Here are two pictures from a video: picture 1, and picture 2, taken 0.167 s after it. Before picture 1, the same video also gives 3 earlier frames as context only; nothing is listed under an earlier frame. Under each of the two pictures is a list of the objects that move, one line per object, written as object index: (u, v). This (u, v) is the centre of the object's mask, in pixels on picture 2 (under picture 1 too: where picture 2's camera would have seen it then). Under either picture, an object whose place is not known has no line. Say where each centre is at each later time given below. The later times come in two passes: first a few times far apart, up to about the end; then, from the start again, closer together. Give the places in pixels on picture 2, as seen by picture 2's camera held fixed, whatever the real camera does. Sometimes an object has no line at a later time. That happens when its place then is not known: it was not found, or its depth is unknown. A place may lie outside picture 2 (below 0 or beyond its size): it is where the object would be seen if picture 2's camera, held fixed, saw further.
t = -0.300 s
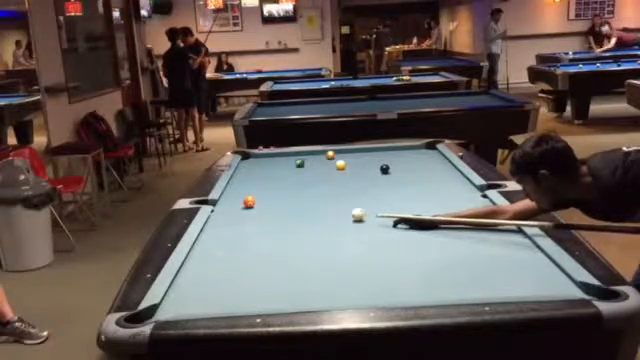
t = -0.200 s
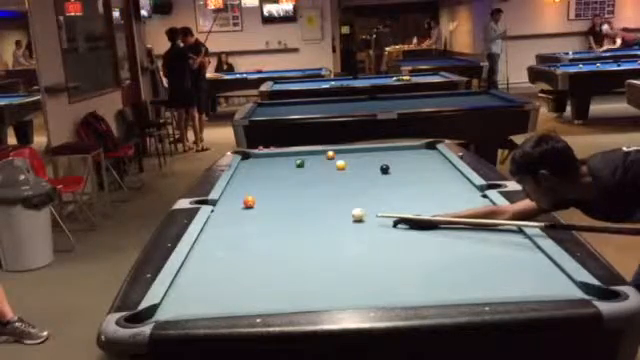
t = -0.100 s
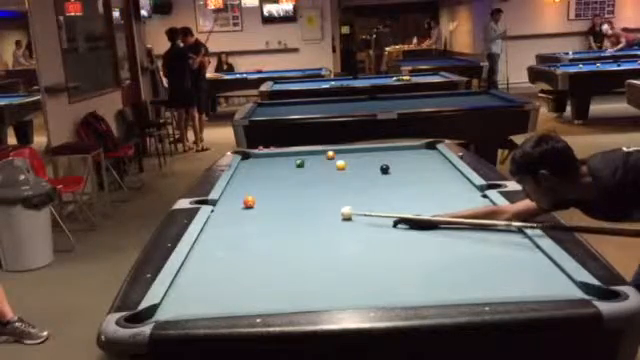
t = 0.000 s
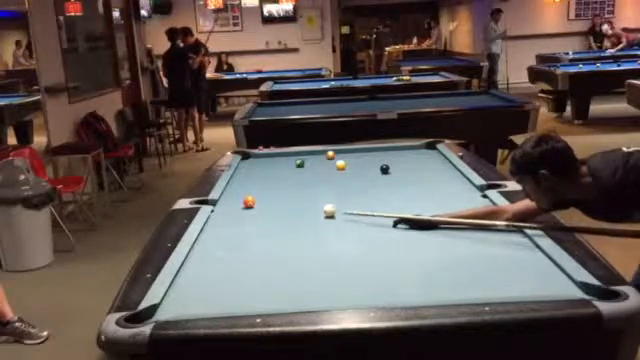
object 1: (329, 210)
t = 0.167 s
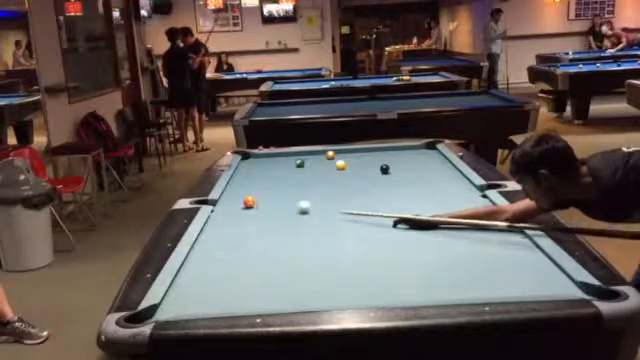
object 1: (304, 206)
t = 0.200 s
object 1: (298, 205)
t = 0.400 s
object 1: (270, 201)
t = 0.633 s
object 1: (255, 196)
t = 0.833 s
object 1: (249, 193)
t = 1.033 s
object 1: (243, 188)
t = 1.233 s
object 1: (236, 184)
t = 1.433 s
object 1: (235, 181)
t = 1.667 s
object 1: (241, 178)
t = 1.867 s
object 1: (245, 176)
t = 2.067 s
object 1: (250, 174)
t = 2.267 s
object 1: (254, 171)
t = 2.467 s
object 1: (258, 169)
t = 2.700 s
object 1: (263, 167)
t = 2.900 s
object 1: (266, 166)
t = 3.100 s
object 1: (268, 164)
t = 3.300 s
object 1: (272, 163)
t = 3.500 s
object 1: (273, 162)
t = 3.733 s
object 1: (277, 160)
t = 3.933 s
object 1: (278, 160)
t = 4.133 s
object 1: (280, 159)
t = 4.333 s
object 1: (281, 158)
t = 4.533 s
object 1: (282, 158)
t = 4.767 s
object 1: (284, 157)
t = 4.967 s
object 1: (284, 157)
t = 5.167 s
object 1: (286, 157)
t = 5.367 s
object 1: (286, 156)
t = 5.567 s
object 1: (287, 156)
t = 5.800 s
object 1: (287, 156)
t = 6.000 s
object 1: (286, 156)
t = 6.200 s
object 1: (287, 156)
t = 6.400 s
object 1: (286, 156)
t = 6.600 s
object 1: (286, 156)
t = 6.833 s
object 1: (287, 156)
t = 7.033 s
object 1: (286, 156)
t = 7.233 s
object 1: (286, 156)
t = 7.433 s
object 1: (286, 156)
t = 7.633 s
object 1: (286, 156)
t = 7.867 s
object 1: (286, 156)
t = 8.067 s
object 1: (286, 156)
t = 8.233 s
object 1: (286, 156)
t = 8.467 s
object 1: (287, 156)
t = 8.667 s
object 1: (287, 156)
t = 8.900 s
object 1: (286, 156)
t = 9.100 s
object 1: (286, 156)
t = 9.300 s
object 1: (287, 156)
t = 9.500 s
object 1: (287, 156)
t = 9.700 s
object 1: (287, 156)
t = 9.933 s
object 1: (287, 156)
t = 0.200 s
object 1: (298, 205)
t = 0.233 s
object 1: (294, 204)
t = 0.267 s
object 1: (290, 204)
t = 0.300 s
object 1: (284, 203)
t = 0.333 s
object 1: (280, 202)
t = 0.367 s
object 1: (275, 202)
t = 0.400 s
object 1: (270, 201)
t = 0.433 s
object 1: (265, 201)
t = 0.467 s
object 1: (261, 200)
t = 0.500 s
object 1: (261, 200)
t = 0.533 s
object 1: (259, 199)
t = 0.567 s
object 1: (258, 197)
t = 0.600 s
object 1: (256, 197)
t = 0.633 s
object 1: (255, 196)
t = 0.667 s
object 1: (254, 196)
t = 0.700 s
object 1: (253, 195)
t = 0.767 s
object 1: (250, 193)
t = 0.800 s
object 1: (250, 193)
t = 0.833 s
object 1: (249, 193)
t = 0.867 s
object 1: (247, 191)
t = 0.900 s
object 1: (247, 191)
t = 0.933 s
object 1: (244, 189)
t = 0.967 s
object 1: (244, 189)
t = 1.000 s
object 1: (243, 188)
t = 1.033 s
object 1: (243, 188)
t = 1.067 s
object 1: (241, 187)
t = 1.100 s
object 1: (240, 186)
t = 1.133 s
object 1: (239, 186)
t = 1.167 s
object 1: (239, 186)
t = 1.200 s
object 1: (238, 186)
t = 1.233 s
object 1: (236, 184)
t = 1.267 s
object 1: (235, 183)
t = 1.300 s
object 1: (234, 183)
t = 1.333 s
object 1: (233, 183)
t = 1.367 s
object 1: (234, 182)
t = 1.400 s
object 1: (234, 181)
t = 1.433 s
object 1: (235, 181)
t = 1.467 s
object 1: (235, 180)
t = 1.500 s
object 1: (237, 180)
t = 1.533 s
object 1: (237, 180)
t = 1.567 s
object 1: (238, 179)
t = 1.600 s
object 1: (240, 179)
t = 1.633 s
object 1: (240, 178)
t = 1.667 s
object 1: (241, 178)
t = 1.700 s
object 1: (242, 177)
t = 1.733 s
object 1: (243, 177)
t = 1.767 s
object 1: (244, 176)
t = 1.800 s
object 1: (244, 176)
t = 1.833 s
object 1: (245, 176)
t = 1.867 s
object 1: (245, 176)
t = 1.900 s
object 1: (247, 175)
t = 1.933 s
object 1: (247, 175)
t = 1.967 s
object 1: (248, 174)
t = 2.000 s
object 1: (248, 174)
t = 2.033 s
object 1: (250, 174)
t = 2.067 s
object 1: (250, 174)
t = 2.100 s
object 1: (251, 173)
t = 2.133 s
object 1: (252, 172)
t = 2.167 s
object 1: (253, 172)
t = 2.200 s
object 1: (253, 172)
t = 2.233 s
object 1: (254, 171)
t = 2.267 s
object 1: (254, 171)
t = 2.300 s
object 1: (255, 171)
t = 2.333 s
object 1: (256, 170)
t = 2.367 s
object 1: (257, 170)
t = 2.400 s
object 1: (257, 170)
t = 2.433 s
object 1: (257, 170)
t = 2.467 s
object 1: (258, 169)
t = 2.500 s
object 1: (258, 169)
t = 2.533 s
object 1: (258, 169)
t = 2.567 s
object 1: (260, 168)
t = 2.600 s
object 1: (261, 168)
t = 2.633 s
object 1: (262, 168)
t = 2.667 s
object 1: (262, 167)
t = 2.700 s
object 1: (263, 167)
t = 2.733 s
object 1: (263, 167)
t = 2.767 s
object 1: (264, 167)
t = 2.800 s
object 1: (264, 166)
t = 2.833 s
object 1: (265, 166)
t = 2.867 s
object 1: (265, 166)
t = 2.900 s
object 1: (266, 166)
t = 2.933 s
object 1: (266, 166)
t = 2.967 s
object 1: (267, 165)
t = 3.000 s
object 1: (267, 165)
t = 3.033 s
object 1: (267, 165)
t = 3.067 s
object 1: (268, 164)
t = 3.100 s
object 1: (268, 164)
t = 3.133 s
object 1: (269, 164)
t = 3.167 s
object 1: (270, 164)
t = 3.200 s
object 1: (271, 164)
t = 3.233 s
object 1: (271, 164)
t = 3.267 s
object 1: (271, 164)
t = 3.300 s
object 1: (272, 163)
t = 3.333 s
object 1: (272, 163)
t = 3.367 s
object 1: (272, 163)
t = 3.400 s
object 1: (273, 163)
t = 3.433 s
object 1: (273, 162)
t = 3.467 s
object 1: (273, 162)
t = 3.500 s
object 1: (273, 162)
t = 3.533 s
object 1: (275, 161)
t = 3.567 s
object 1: (274, 161)
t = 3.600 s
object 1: (274, 161)
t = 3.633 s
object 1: (275, 161)
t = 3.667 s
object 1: (275, 161)
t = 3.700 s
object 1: (276, 160)
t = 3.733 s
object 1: (277, 160)
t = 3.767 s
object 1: (277, 160)
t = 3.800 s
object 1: (277, 160)
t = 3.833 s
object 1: (277, 160)
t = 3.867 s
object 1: (277, 160)
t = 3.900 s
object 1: (277, 160)
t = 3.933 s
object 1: (278, 160)
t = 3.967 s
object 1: (278, 160)
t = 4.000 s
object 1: (278, 160)
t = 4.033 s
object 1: (278, 160)
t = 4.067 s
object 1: (278, 160)
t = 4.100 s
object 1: (280, 159)
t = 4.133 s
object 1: (280, 159)
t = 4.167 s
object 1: (280, 159)
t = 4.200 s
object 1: (280, 159)
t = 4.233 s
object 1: (280, 158)
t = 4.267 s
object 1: (281, 158)
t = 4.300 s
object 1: (281, 158)
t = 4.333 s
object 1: (281, 158)
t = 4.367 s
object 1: (281, 158)
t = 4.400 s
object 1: (281, 158)
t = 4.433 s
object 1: (281, 158)
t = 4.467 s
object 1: (281, 158)
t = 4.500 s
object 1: (282, 158)
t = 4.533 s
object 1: (282, 158)
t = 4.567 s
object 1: (282, 158)
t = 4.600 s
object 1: (283, 157)
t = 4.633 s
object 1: (283, 157)
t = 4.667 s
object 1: (283, 157)
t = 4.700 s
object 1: (283, 157)
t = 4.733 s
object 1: (284, 157)
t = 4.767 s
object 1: (284, 157)
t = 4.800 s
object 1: (284, 157)
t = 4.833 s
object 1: (284, 157)
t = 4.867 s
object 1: (284, 157)
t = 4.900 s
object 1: (284, 157)
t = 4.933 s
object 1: (284, 157)
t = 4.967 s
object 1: (284, 157)
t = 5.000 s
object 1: (284, 157)
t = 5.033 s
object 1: (285, 157)
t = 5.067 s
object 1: (285, 157)
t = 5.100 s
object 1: (285, 157)
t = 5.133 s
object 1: (285, 157)
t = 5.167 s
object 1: (286, 157)
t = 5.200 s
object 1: (286, 156)
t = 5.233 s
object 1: (286, 156)
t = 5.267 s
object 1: (286, 156)
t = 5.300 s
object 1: (286, 156)
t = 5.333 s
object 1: (286, 156)
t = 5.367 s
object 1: (286, 156)
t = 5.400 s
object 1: (286, 156)
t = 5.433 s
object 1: (286, 156)
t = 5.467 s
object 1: (287, 156)
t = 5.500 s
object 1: (287, 156)
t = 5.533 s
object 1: (287, 156)
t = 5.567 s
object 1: (287, 156)
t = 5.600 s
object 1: (287, 156)
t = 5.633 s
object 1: (287, 156)
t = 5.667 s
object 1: (287, 156)
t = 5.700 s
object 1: (287, 156)
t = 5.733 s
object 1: (287, 156)
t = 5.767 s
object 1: (287, 156)
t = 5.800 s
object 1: (287, 156)
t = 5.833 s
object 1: (287, 156)
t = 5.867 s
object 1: (287, 156)
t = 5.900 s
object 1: (286, 156)
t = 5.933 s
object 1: (287, 156)
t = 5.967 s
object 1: (286, 156)
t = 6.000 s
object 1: (286, 156)
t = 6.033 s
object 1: (287, 156)
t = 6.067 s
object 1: (287, 156)
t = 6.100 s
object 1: (287, 156)
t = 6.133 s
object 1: (287, 156)
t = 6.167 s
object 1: (286, 156)
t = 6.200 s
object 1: (287, 156)
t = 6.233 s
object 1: (286, 156)
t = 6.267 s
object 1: (287, 156)
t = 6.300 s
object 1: (286, 156)
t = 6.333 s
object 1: (286, 156)
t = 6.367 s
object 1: (286, 156)
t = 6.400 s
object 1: (286, 156)
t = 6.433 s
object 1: (286, 156)
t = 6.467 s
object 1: (286, 156)
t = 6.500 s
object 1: (286, 156)
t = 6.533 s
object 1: (286, 156)
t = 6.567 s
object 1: (286, 156)
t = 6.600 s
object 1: (286, 156)
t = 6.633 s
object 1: (286, 156)
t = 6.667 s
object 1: (287, 156)
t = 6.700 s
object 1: (287, 156)
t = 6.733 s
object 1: (287, 156)
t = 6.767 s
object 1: (287, 156)
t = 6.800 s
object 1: (287, 156)
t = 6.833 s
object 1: (287, 156)
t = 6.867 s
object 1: (286, 156)
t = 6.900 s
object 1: (286, 156)
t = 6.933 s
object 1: (286, 156)
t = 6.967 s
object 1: (286, 156)
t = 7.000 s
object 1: (286, 156)
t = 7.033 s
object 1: (286, 156)
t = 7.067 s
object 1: (286, 156)
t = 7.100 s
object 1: (286, 156)
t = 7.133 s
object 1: (286, 156)
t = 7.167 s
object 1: (286, 156)
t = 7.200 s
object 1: (286, 156)
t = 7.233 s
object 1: (286, 156)
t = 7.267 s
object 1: (286, 156)
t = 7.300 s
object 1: (286, 156)
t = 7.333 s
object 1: (286, 156)
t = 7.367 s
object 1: (286, 156)
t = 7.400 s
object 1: (286, 156)
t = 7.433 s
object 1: (286, 156)
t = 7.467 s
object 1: (286, 156)
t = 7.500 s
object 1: (286, 156)
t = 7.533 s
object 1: (286, 156)
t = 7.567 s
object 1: (286, 156)
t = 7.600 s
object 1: (286, 156)
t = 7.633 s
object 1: (286, 156)
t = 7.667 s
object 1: (286, 156)
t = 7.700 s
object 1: (286, 156)
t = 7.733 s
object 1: (286, 156)
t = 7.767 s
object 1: (286, 156)
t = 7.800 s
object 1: (286, 156)
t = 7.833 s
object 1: (286, 156)
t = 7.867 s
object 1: (286, 156)
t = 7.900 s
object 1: (286, 156)
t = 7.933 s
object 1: (286, 156)
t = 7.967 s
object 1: (286, 156)
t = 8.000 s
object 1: (286, 156)
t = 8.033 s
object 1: (286, 156)
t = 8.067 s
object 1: (286, 156)
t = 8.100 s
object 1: (286, 156)
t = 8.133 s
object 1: (286, 156)
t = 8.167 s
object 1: (286, 156)
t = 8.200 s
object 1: (286, 156)
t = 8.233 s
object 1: (286, 156)
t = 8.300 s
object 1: (286, 156)
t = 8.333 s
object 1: (286, 156)
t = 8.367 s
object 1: (286, 156)
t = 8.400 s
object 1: (286, 156)
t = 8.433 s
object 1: (287, 156)
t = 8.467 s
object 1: (287, 156)
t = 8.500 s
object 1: (287, 156)
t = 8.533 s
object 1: (287, 156)
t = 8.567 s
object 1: (287, 156)
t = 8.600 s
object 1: (287, 156)
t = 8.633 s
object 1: (287, 156)
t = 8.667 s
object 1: (287, 156)
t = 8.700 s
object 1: (287, 156)
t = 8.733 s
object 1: (287, 156)
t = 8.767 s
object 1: (287, 156)
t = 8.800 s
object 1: (287, 156)
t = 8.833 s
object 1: (287, 156)
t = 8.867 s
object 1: (287, 156)
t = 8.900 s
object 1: (286, 156)
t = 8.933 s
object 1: (286, 156)
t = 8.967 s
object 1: (286, 156)
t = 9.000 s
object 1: (286, 156)
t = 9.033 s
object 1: (286, 156)
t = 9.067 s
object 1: (286, 156)
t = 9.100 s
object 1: (286, 156)
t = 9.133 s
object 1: (286, 156)
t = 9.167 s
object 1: (286, 156)
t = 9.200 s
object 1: (286, 156)
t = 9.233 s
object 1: (286, 156)
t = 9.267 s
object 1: (287, 156)
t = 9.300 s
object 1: (287, 156)
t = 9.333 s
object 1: (287, 156)
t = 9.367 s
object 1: (287, 156)
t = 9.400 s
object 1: (287, 156)
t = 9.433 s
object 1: (287, 156)
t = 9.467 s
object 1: (287, 156)
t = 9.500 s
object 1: (287, 156)
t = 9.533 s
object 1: (287, 156)
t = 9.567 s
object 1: (287, 156)
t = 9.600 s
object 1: (287, 156)
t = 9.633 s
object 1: (287, 156)
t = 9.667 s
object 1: (287, 156)
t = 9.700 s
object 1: (287, 156)
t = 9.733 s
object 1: (287, 156)
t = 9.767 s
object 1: (287, 156)
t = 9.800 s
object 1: (287, 156)
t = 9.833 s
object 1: (287, 156)
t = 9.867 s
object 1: (287, 156)
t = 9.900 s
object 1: (287, 156)
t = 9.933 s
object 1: (287, 156)
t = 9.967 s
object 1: (287, 156)
